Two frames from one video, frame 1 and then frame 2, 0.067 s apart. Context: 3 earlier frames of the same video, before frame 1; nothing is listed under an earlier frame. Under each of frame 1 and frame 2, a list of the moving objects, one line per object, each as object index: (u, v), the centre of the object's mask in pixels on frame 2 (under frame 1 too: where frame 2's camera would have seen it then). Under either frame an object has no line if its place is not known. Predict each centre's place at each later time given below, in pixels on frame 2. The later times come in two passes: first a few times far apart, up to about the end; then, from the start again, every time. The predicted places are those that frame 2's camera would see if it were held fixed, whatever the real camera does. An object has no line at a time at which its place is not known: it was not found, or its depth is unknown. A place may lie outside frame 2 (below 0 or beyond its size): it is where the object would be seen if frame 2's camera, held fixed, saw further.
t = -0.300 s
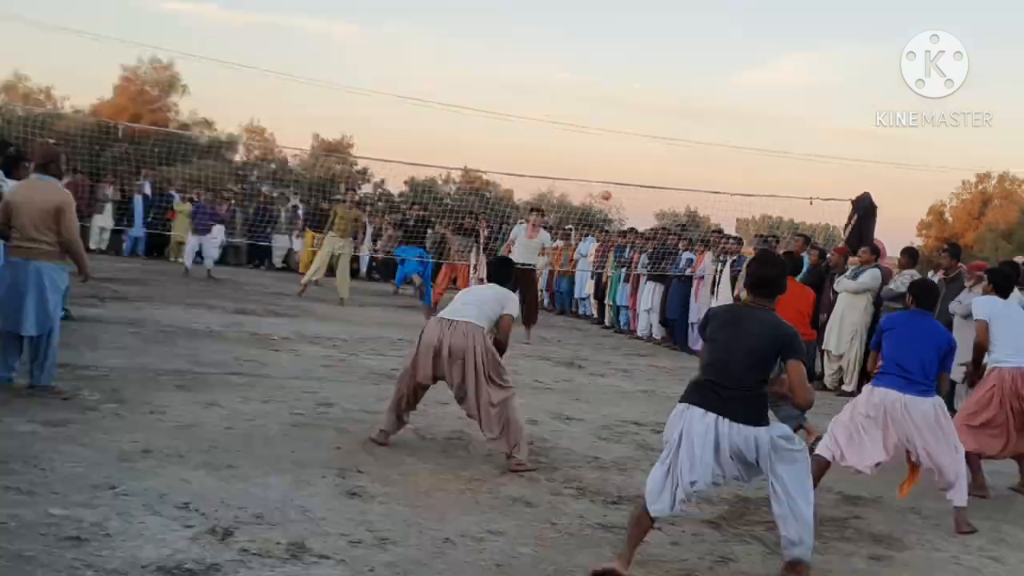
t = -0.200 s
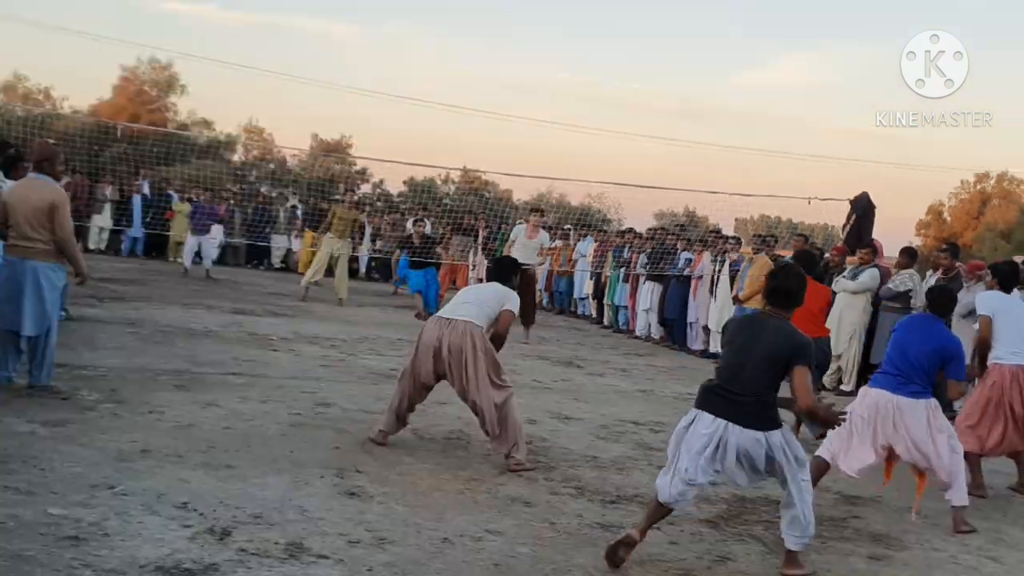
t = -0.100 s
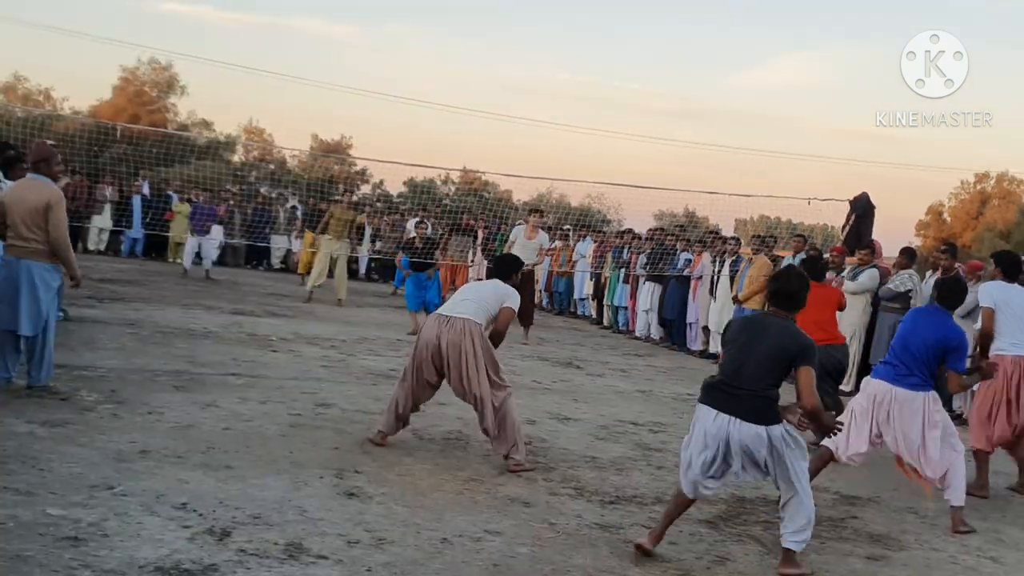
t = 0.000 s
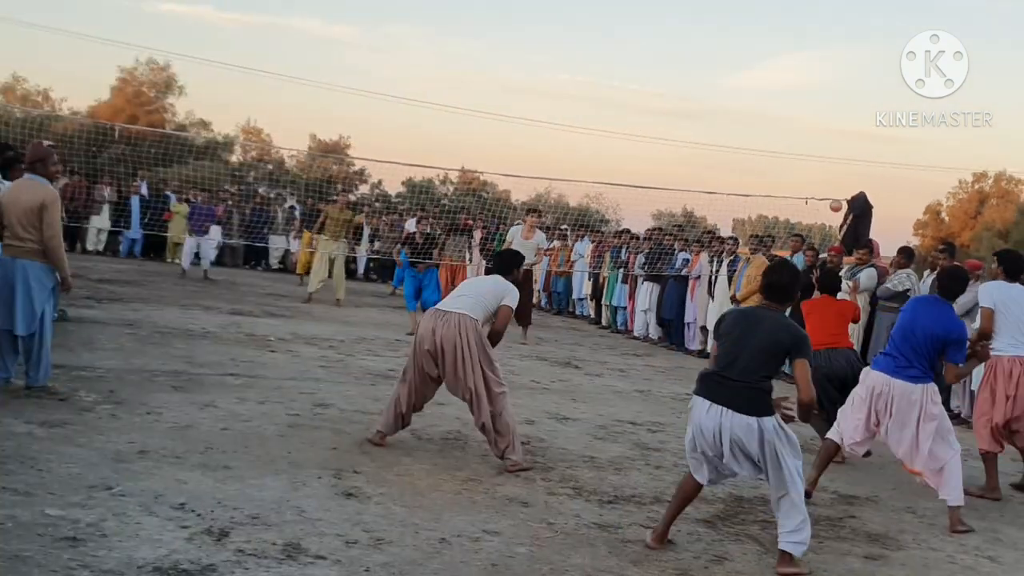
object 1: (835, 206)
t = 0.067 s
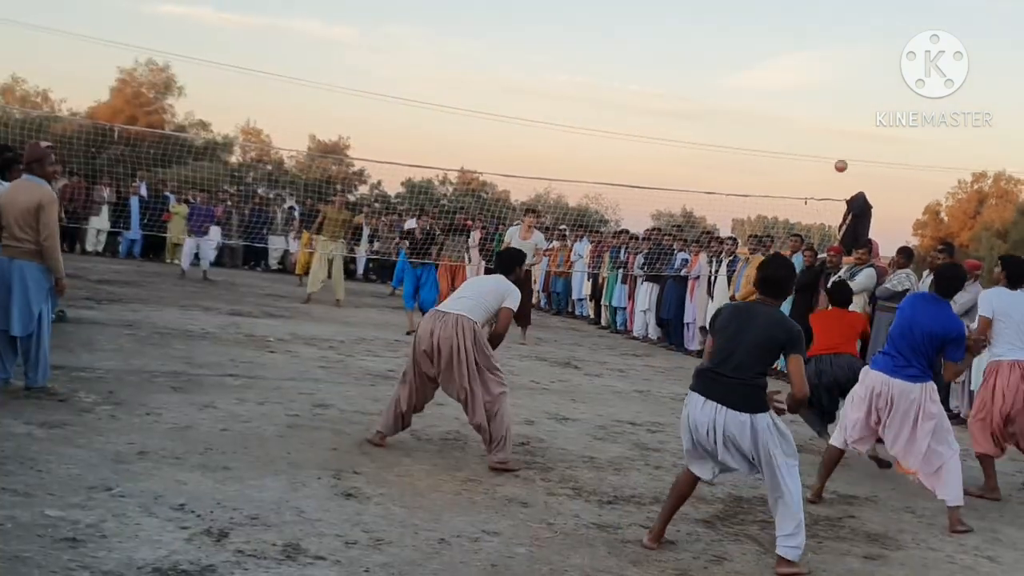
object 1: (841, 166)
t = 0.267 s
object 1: (855, 77)
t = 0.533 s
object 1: (866, 33)
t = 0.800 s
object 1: (860, 80)
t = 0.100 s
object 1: (843, 148)
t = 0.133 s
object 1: (846, 131)
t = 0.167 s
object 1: (848, 116)
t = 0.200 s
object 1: (851, 101)
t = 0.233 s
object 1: (853, 89)
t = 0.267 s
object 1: (855, 77)
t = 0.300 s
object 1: (857, 66)
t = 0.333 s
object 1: (859, 58)
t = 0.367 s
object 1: (861, 50)
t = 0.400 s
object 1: (862, 44)
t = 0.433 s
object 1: (864, 39)
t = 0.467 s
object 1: (864, 35)
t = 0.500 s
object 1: (865, 33)
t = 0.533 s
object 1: (866, 33)
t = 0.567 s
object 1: (866, 34)
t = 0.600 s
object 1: (865, 36)
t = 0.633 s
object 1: (864, 39)
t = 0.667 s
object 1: (864, 44)
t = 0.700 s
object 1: (863, 51)
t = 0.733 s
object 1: (862, 59)
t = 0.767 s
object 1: (861, 69)
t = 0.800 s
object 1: (860, 80)
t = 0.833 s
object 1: (858, 93)
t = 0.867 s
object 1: (856, 107)
